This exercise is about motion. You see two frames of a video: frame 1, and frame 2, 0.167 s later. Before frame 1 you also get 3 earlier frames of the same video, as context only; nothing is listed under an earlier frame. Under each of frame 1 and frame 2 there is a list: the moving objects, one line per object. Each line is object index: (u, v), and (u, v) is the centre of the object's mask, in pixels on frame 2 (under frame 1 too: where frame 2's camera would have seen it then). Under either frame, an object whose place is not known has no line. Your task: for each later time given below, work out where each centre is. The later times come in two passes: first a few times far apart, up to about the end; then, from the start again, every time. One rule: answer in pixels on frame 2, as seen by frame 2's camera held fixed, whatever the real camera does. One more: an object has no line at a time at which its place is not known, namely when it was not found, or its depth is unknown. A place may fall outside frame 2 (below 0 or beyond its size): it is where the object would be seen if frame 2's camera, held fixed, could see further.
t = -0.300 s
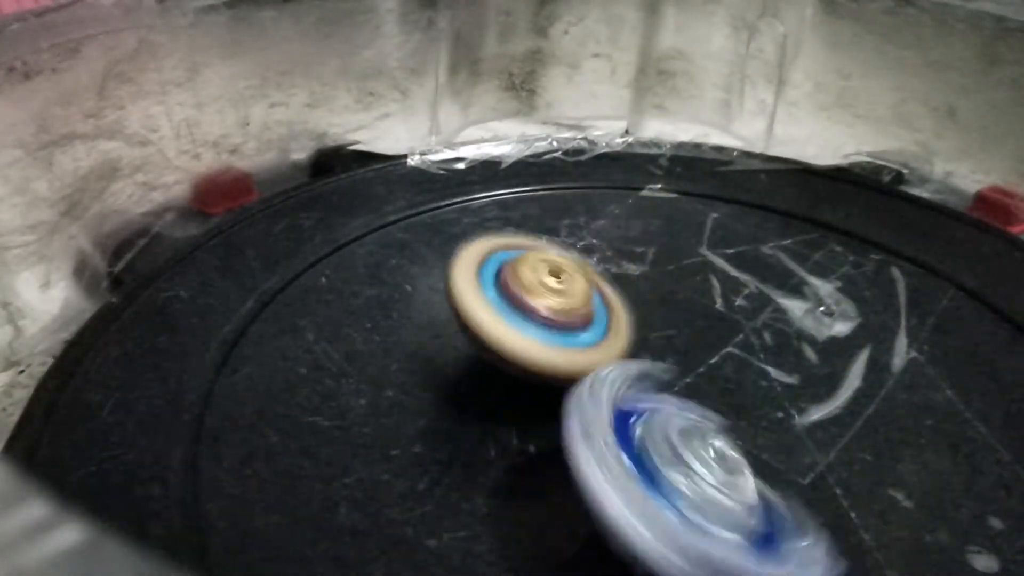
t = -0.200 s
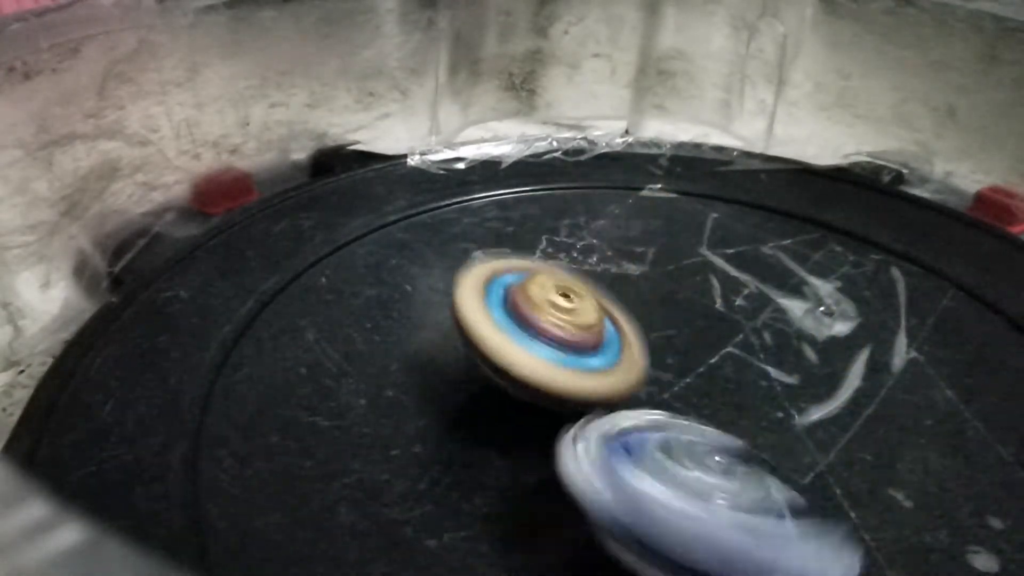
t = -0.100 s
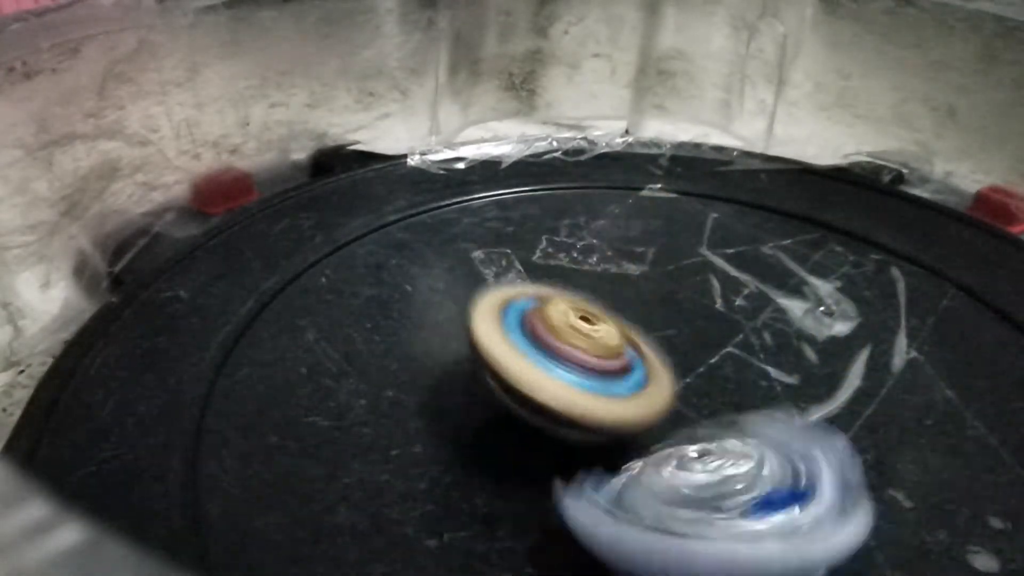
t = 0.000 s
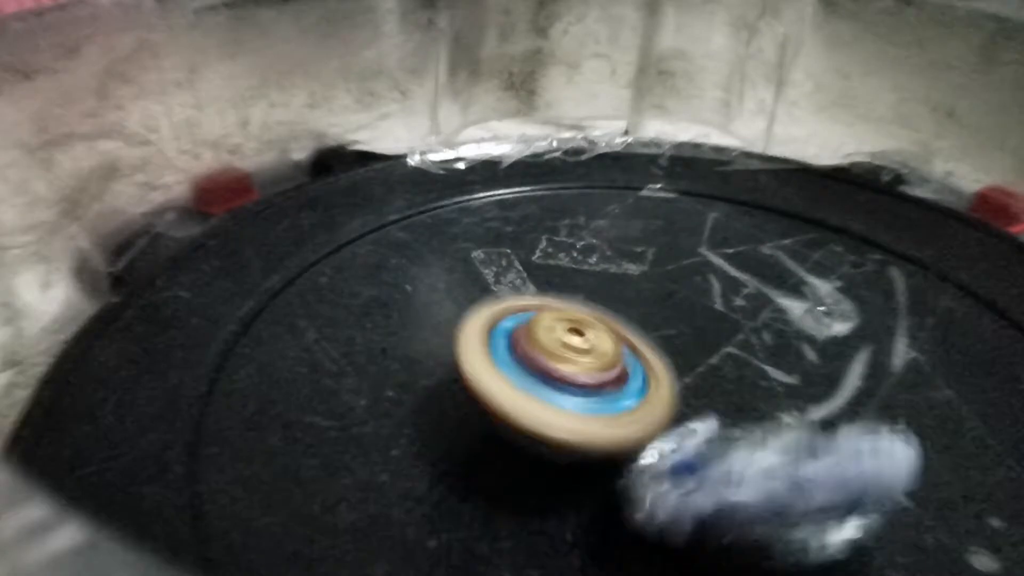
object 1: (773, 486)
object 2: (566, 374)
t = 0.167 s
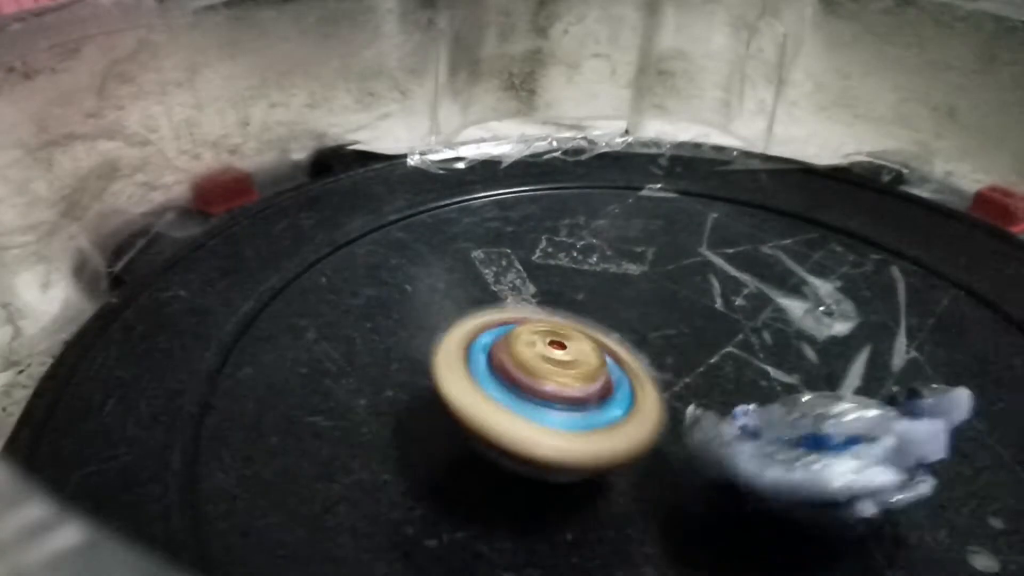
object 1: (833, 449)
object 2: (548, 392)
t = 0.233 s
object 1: (847, 439)
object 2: (558, 395)
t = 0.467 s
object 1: (839, 438)
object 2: (577, 388)
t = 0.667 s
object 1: (840, 438)
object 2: (608, 374)
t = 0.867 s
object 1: (838, 438)
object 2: (625, 350)
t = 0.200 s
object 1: (840, 443)
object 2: (552, 394)
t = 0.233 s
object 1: (847, 439)
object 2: (558, 395)
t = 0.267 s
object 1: (847, 439)
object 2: (564, 397)
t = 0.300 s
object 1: (846, 440)
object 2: (571, 398)
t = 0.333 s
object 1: (846, 442)
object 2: (574, 398)
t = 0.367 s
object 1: (850, 445)
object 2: (568, 396)
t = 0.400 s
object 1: (852, 444)
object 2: (568, 393)
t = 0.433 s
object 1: (848, 440)
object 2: (571, 391)
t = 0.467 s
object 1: (839, 438)
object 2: (577, 388)
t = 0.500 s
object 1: (837, 439)
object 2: (583, 387)
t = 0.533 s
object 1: (836, 439)
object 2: (589, 385)
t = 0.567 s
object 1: (838, 438)
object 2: (596, 393)
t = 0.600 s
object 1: (839, 438)
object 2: (602, 382)
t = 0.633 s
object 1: (842, 438)
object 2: (606, 388)
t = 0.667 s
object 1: (840, 438)
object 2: (608, 374)
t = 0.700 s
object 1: (838, 438)
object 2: (611, 370)
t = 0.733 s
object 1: (838, 437)
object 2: (614, 367)
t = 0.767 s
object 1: (838, 438)
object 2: (616, 363)
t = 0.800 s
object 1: (838, 438)
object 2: (620, 358)
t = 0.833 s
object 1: (838, 438)
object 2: (622, 354)
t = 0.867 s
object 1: (838, 438)
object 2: (625, 350)
